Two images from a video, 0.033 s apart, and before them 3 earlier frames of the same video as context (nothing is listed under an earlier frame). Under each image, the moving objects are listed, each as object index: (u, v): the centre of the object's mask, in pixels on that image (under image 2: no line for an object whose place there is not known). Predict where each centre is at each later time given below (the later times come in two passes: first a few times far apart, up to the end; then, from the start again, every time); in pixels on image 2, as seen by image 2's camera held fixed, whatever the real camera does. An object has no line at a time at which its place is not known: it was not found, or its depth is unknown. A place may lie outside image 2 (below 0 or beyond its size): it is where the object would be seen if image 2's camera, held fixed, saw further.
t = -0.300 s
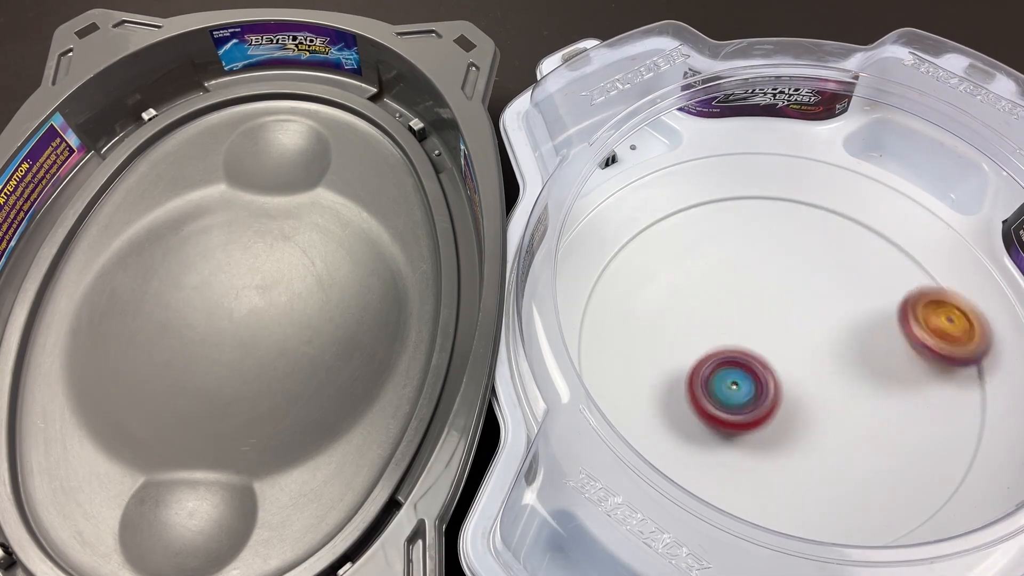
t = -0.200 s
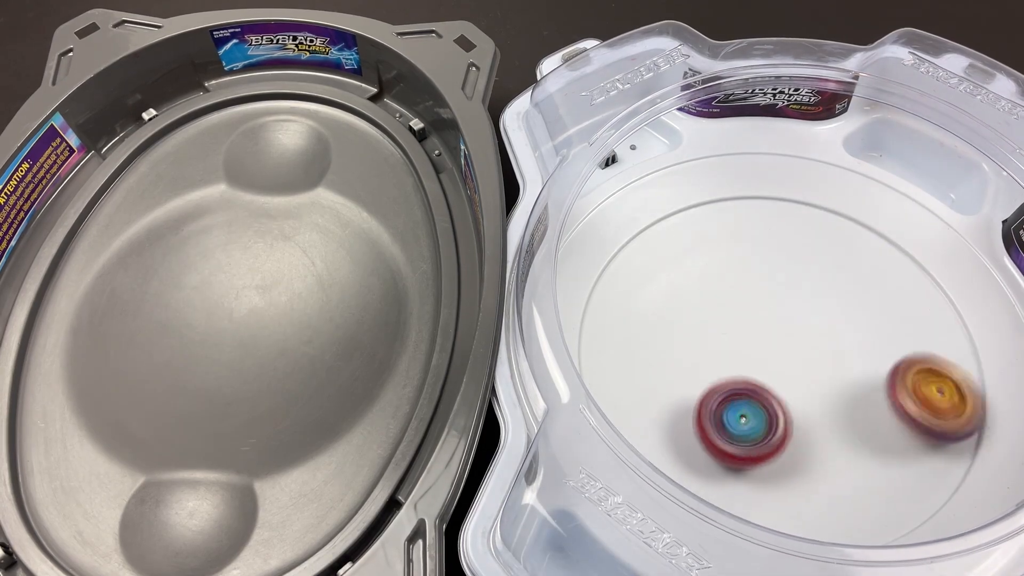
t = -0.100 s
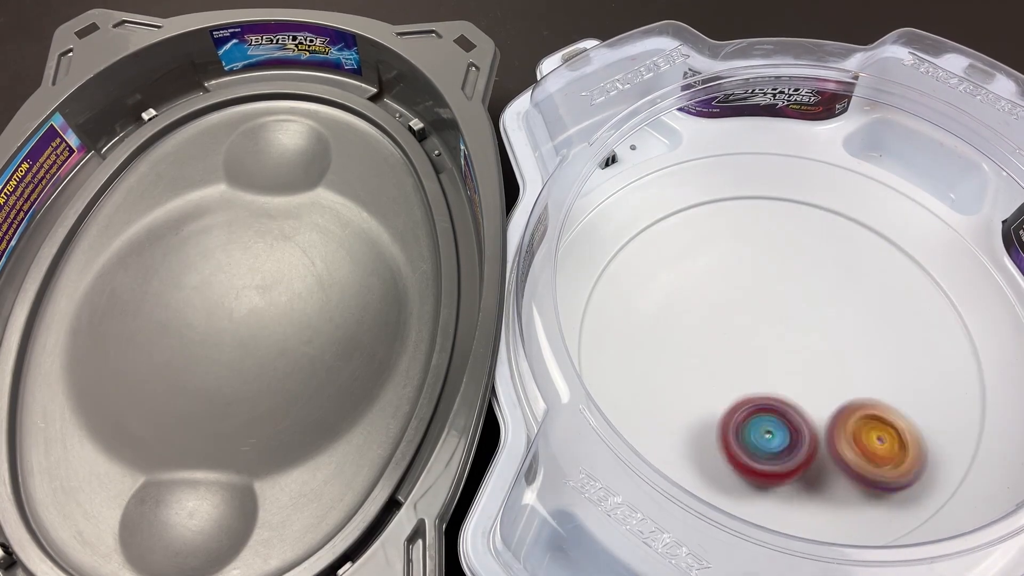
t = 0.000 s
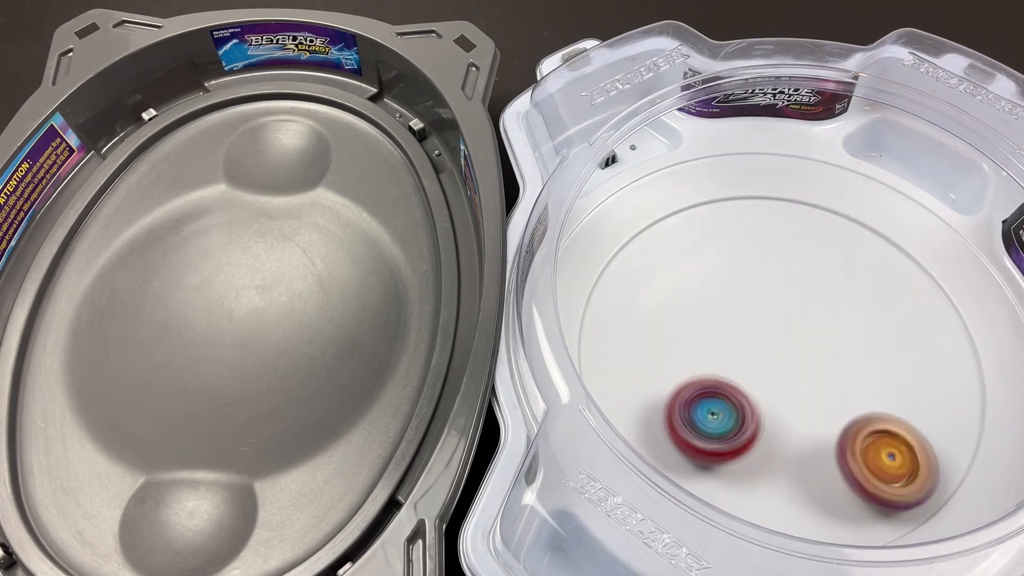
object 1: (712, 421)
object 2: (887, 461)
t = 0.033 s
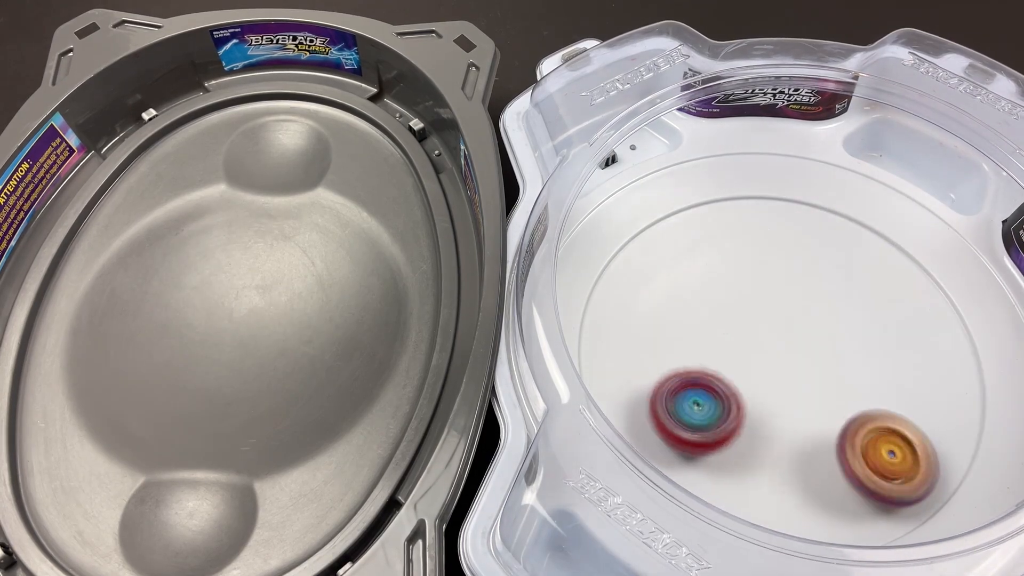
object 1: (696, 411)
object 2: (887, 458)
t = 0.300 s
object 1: (694, 349)
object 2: (810, 314)
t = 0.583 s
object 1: (794, 355)
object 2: (681, 264)
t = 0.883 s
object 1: (791, 377)
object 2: (721, 430)
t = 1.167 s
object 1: (734, 319)
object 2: (919, 445)
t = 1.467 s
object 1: (727, 381)
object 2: (853, 207)
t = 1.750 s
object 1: (796, 384)
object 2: (604, 297)
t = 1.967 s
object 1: (798, 351)
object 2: (721, 508)
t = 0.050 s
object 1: (689, 407)
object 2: (886, 455)
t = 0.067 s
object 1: (684, 402)
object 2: (884, 450)
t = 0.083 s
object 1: (679, 397)
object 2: (881, 444)
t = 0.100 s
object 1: (676, 392)
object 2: (879, 437)
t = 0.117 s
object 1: (673, 388)
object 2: (874, 430)
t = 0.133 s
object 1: (672, 382)
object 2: (870, 421)
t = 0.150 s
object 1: (671, 378)
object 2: (866, 411)
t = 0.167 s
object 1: (671, 374)
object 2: (861, 402)
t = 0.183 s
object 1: (672, 370)
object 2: (855, 391)
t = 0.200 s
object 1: (673, 366)
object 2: (850, 380)
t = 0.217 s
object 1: (675, 362)
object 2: (845, 369)
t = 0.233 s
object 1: (678, 359)
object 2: (838, 358)
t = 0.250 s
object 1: (681, 356)
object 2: (832, 347)
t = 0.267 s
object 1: (685, 354)
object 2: (825, 336)
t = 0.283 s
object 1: (689, 351)
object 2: (818, 325)
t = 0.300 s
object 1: (694, 349)
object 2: (810, 314)
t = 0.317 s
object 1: (700, 347)
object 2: (803, 304)
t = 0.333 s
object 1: (705, 346)
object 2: (795, 295)
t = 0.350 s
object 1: (712, 345)
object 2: (787, 287)
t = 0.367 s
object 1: (718, 344)
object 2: (779, 279)
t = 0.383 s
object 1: (724, 344)
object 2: (771, 272)
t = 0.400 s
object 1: (730, 344)
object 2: (763, 266)
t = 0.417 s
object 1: (736, 344)
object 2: (754, 261)
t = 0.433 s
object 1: (743, 344)
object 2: (746, 256)
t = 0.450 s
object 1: (750, 345)
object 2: (739, 253)
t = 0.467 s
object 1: (756, 346)
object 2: (730, 251)
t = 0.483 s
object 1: (762, 347)
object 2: (723, 249)
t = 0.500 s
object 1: (768, 347)
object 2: (715, 249)
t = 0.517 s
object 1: (774, 348)
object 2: (708, 249)
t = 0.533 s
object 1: (779, 350)
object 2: (700, 252)
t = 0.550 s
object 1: (784, 352)
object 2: (694, 255)
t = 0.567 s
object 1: (789, 353)
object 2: (686, 259)
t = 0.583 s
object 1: (794, 355)
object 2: (681, 264)
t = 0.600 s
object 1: (798, 357)
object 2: (675, 270)
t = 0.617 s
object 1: (801, 359)
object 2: (671, 278)
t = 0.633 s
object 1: (804, 360)
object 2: (666, 286)
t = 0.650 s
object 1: (807, 363)
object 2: (664, 294)
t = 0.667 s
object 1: (809, 364)
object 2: (661, 304)
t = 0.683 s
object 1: (810, 366)
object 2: (660, 313)
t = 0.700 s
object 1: (811, 368)
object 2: (660, 323)
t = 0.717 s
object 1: (812, 370)
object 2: (661, 333)
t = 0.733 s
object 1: (811, 371)
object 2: (663, 344)
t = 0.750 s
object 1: (811, 373)
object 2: (665, 354)
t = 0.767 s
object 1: (810, 374)
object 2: (669, 365)
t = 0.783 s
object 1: (808, 375)
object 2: (673, 375)
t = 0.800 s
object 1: (806, 375)
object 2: (679, 385)
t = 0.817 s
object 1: (803, 377)
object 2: (685, 395)
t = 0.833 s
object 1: (801, 377)
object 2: (693, 406)
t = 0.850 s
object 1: (798, 378)
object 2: (701, 414)
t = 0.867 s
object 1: (795, 377)
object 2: (711, 422)
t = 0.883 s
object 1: (791, 377)
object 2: (721, 430)
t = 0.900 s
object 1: (788, 376)
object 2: (731, 438)
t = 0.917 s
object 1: (785, 373)
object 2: (742, 446)
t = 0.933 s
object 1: (784, 368)
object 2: (750, 456)
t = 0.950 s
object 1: (782, 364)
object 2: (761, 463)
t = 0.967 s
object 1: (780, 359)
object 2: (772, 470)
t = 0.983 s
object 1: (778, 354)
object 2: (784, 475)
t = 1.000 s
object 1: (775, 350)
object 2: (796, 480)
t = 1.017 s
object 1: (771, 345)
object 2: (808, 483)
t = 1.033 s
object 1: (768, 341)
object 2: (821, 484)
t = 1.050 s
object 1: (764, 337)
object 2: (835, 484)
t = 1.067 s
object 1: (760, 333)
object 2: (848, 483)
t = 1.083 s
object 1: (756, 329)
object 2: (861, 481)
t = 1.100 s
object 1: (751, 326)
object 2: (874, 476)
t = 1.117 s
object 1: (747, 324)
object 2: (886, 470)
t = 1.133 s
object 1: (743, 322)
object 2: (898, 463)
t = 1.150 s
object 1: (739, 320)
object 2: (909, 455)
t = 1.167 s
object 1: (734, 319)
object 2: (919, 445)
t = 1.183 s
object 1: (731, 319)
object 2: (927, 435)
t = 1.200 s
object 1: (727, 320)
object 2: (934, 423)
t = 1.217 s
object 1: (724, 321)
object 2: (940, 410)
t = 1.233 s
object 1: (721, 323)
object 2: (944, 396)
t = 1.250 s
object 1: (717, 325)
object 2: (948, 382)
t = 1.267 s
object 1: (715, 329)
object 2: (949, 368)
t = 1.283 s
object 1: (713, 332)
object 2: (948, 352)
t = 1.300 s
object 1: (711, 337)
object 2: (947, 337)
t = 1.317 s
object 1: (710, 341)
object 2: (943, 322)
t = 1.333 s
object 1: (710, 346)
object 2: (939, 306)
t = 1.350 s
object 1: (710, 350)
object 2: (932, 292)
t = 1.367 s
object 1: (711, 355)
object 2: (925, 277)
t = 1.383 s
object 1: (712, 360)
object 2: (916, 263)
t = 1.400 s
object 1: (714, 365)
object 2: (905, 249)
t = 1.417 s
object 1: (717, 369)
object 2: (894, 236)
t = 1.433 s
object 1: (720, 373)
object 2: (882, 224)
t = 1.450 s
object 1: (723, 378)
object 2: (869, 214)
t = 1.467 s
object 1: (727, 381)
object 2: (853, 207)
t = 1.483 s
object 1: (731, 385)
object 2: (835, 203)
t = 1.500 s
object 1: (736, 388)
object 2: (817, 200)
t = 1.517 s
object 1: (740, 390)
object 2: (798, 197)
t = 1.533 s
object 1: (746, 392)
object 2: (780, 195)
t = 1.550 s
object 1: (750, 394)
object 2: (762, 194)
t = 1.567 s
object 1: (755, 396)
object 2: (745, 195)
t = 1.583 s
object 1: (760, 396)
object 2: (727, 196)
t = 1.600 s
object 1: (765, 397)
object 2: (709, 198)
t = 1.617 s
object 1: (770, 397)
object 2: (693, 202)
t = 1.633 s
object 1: (774, 397)
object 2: (677, 209)
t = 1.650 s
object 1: (779, 396)
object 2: (662, 218)
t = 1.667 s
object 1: (783, 395)
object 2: (649, 229)
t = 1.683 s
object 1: (786, 393)
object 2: (637, 240)
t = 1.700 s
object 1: (789, 391)
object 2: (625, 253)
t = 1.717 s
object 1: (792, 389)
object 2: (615, 266)
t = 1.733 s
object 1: (794, 387)
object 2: (608, 280)
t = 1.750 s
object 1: (796, 384)
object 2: (604, 297)
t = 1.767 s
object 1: (797, 382)
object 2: (601, 315)
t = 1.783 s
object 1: (798, 379)
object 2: (600, 332)
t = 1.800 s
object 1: (799, 376)
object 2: (598, 349)
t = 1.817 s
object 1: (800, 374)
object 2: (601, 366)
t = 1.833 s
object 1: (801, 371)
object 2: (608, 384)
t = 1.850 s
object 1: (802, 369)
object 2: (616, 401)
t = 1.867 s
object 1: (802, 366)
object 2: (623, 422)
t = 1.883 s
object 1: (802, 364)
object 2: (634, 439)
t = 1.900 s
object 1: (801, 362)
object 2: (648, 455)
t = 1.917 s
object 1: (801, 359)
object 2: (666, 470)
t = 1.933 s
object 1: (800, 356)
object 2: (683, 485)
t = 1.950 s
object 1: (799, 354)
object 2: (701, 498)
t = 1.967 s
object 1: (798, 351)
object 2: (721, 508)
